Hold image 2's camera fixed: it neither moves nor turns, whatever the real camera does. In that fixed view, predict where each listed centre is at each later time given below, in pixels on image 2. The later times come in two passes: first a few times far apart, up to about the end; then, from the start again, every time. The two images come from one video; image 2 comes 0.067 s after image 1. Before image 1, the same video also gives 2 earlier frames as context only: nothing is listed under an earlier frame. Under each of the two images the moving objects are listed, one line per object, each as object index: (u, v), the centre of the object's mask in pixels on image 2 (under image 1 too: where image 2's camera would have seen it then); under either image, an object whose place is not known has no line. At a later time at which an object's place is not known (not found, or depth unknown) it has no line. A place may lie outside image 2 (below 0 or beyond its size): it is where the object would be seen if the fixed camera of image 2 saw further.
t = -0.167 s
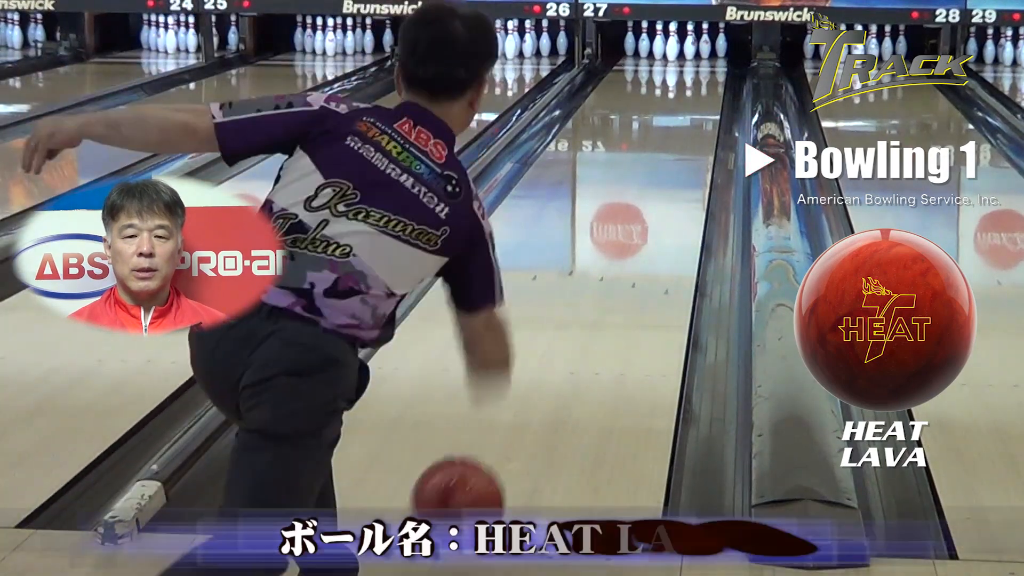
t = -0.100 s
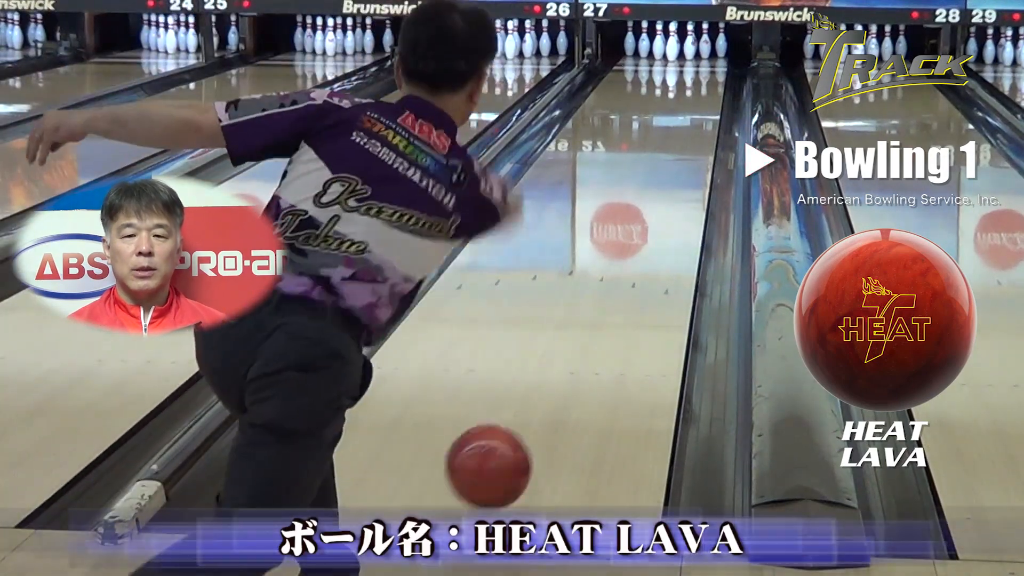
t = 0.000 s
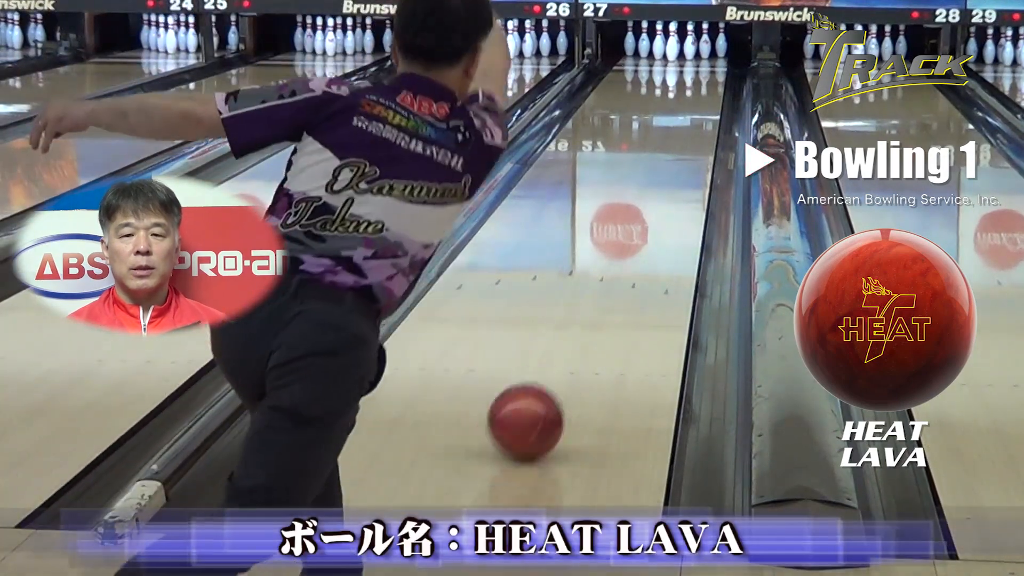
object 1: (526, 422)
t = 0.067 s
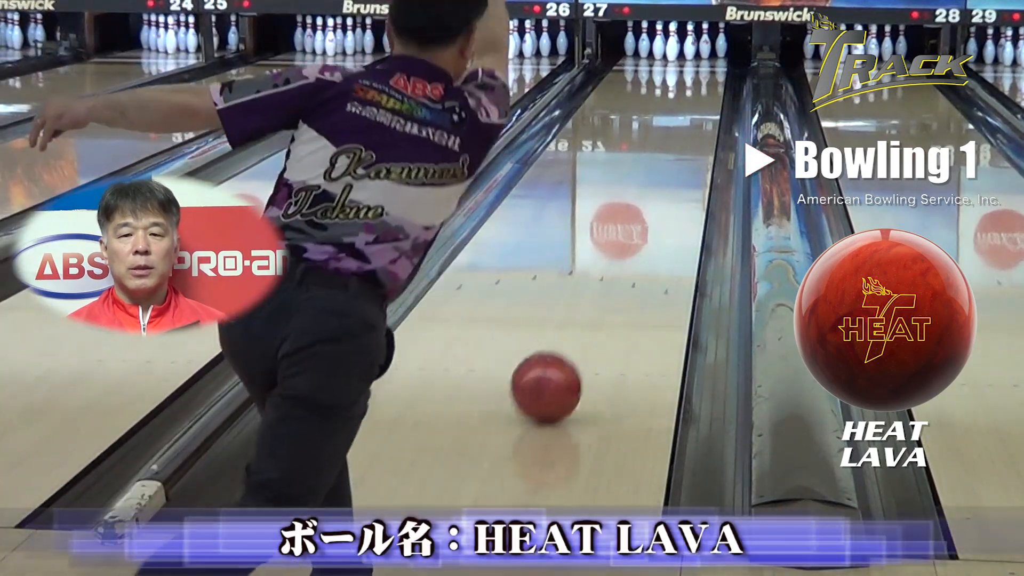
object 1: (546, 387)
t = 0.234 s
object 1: (587, 319)
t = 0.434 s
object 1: (622, 259)
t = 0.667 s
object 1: (650, 207)
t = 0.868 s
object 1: (667, 174)
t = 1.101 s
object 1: (680, 144)
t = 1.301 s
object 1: (688, 123)
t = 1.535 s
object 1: (693, 103)
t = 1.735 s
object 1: (695, 89)
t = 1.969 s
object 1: (693, 74)
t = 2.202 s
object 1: (689, 63)
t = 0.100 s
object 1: (556, 372)
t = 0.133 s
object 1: (564, 357)
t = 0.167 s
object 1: (572, 343)
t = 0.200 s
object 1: (580, 331)
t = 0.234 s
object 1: (587, 319)
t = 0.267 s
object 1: (594, 307)
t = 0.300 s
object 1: (600, 297)
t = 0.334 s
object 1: (606, 287)
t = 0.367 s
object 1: (611, 277)
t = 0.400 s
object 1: (617, 268)
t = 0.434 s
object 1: (622, 259)
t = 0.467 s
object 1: (626, 251)
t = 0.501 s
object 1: (631, 243)
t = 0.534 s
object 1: (635, 235)
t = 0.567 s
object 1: (639, 228)
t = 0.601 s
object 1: (643, 221)
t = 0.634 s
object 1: (646, 214)
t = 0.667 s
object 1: (650, 207)
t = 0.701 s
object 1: (653, 201)
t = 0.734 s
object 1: (656, 195)
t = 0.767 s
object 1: (659, 190)
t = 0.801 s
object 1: (662, 184)
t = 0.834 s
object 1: (664, 179)
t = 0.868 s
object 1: (667, 174)
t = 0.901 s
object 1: (669, 169)
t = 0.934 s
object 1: (671, 165)
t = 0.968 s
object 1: (673, 160)
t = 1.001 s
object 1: (675, 156)
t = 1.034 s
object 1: (677, 152)
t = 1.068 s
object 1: (679, 147)
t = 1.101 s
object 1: (680, 144)
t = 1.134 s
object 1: (682, 140)
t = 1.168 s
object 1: (683, 136)
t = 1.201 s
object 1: (685, 132)
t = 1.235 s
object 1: (686, 129)
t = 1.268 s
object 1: (687, 126)
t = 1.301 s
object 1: (688, 123)
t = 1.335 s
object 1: (689, 120)
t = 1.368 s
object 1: (690, 117)
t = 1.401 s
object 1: (690, 114)
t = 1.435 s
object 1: (691, 111)
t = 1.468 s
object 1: (692, 108)
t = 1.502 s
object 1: (692, 106)
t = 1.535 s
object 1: (693, 103)
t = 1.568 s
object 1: (693, 100)
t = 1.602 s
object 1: (693, 98)
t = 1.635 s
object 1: (694, 96)
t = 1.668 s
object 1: (694, 93)
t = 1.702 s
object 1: (695, 91)
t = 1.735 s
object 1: (695, 89)
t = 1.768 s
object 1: (695, 86)
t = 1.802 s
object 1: (695, 84)
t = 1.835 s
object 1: (695, 82)
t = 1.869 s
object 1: (695, 80)
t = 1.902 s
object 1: (695, 79)
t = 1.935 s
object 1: (694, 77)
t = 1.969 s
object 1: (693, 74)
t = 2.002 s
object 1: (693, 73)
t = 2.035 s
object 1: (693, 71)
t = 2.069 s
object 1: (692, 70)
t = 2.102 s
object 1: (691, 68)
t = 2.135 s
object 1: (691, 67)
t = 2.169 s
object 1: (690, 65)
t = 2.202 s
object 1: (689, 63)
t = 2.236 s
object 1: (688, 62)
